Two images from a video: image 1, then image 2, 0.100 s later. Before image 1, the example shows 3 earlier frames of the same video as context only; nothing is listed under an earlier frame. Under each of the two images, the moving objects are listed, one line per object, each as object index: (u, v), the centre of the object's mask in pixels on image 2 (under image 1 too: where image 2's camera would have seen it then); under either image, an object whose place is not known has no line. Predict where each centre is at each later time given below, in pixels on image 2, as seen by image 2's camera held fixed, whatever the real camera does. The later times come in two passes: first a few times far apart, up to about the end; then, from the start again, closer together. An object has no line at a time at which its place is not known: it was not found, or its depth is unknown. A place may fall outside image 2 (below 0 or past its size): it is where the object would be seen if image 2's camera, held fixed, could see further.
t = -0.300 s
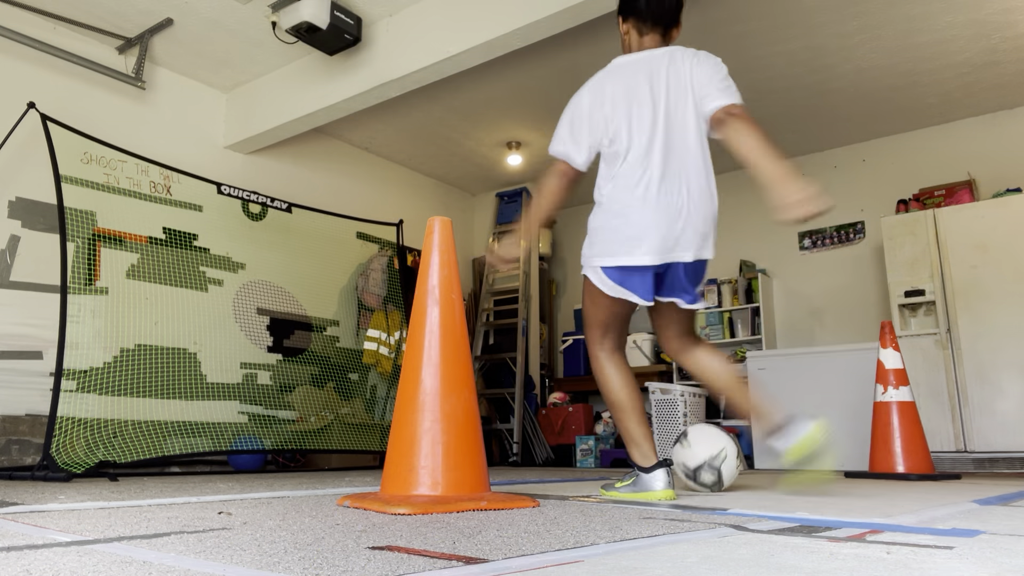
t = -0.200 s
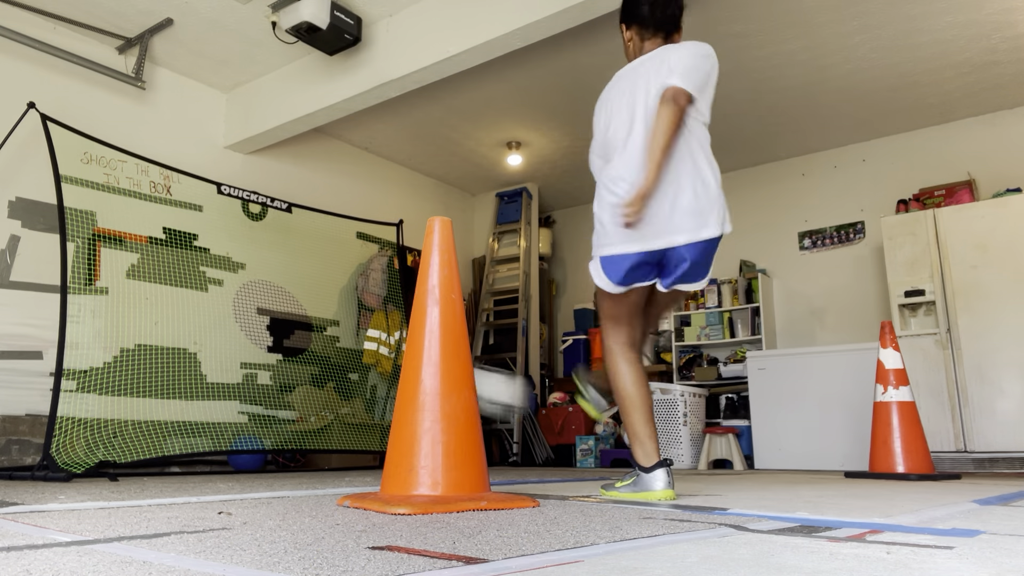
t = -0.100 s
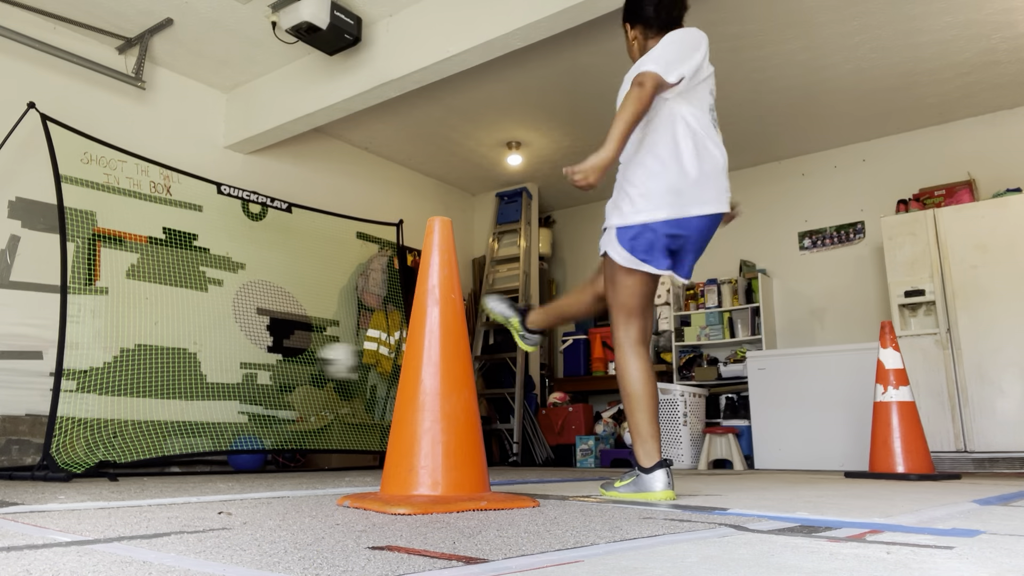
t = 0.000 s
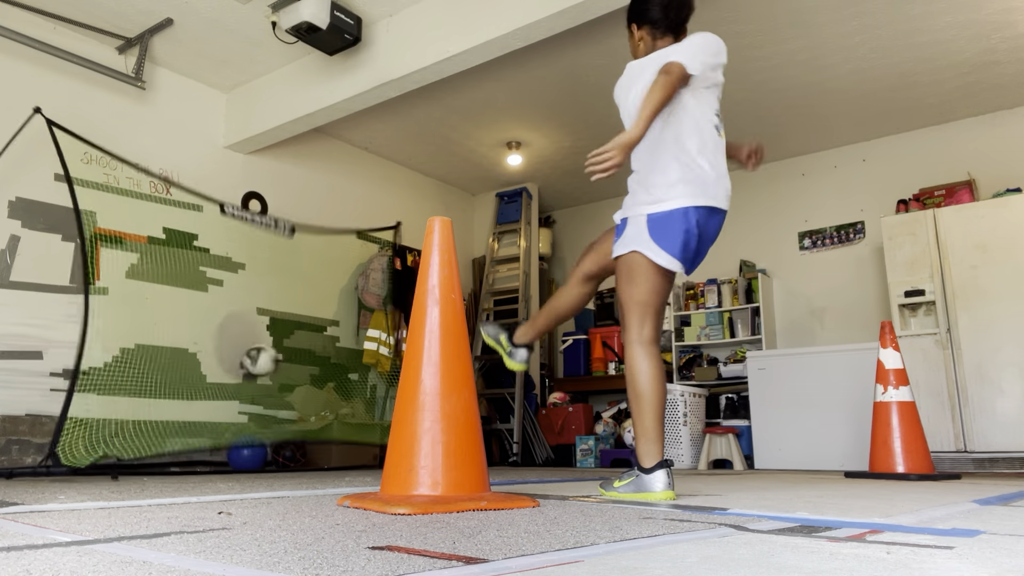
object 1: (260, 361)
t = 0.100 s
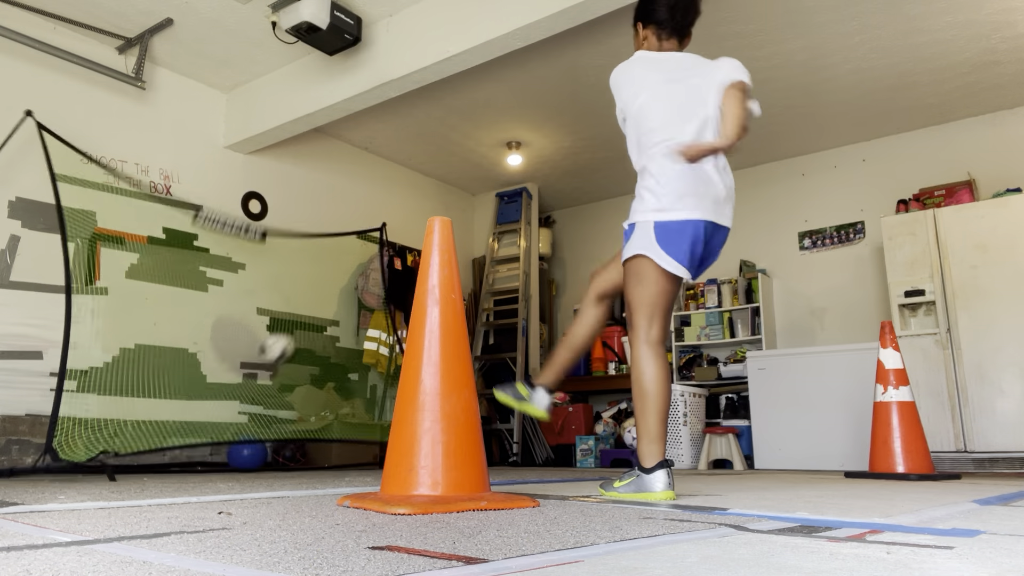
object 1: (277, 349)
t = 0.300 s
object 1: (370, 259)
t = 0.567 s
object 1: (518, 221)
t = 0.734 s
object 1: (635, 265)
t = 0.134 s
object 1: (289, 333)
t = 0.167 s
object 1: (303, 318)
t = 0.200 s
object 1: (320, 301)
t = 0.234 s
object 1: (337, 285)
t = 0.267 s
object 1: (352, 272)
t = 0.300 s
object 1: (370, 259)
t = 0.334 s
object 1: (386, 249)
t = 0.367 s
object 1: (403, 240)
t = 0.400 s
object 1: (414, 232)
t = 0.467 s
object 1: (463, 221)
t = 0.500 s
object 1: (477, 220)
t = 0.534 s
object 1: (497, 220)
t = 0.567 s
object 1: (518, 221)
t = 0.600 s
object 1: (540, 226)
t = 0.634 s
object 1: (561, 232)
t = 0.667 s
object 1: (584, 240)
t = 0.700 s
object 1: (609, 251)
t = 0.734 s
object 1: (635, 265)
